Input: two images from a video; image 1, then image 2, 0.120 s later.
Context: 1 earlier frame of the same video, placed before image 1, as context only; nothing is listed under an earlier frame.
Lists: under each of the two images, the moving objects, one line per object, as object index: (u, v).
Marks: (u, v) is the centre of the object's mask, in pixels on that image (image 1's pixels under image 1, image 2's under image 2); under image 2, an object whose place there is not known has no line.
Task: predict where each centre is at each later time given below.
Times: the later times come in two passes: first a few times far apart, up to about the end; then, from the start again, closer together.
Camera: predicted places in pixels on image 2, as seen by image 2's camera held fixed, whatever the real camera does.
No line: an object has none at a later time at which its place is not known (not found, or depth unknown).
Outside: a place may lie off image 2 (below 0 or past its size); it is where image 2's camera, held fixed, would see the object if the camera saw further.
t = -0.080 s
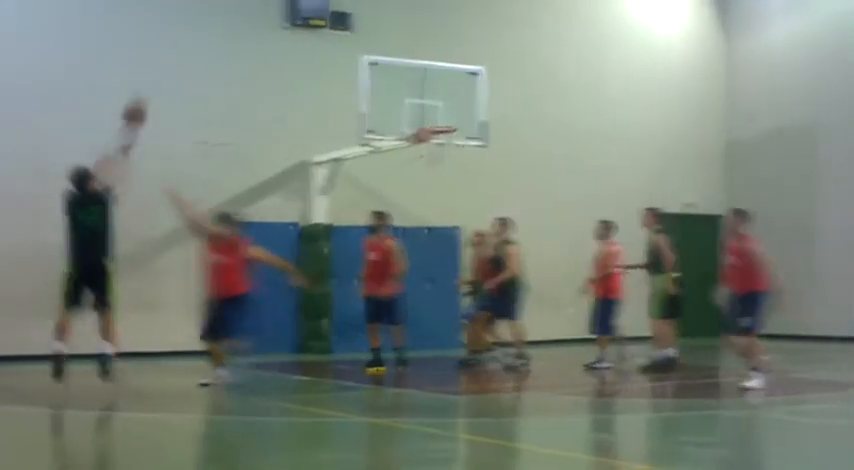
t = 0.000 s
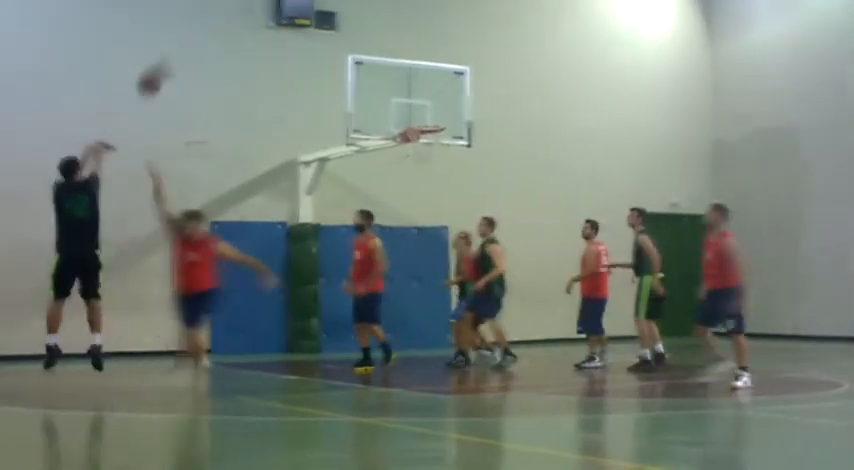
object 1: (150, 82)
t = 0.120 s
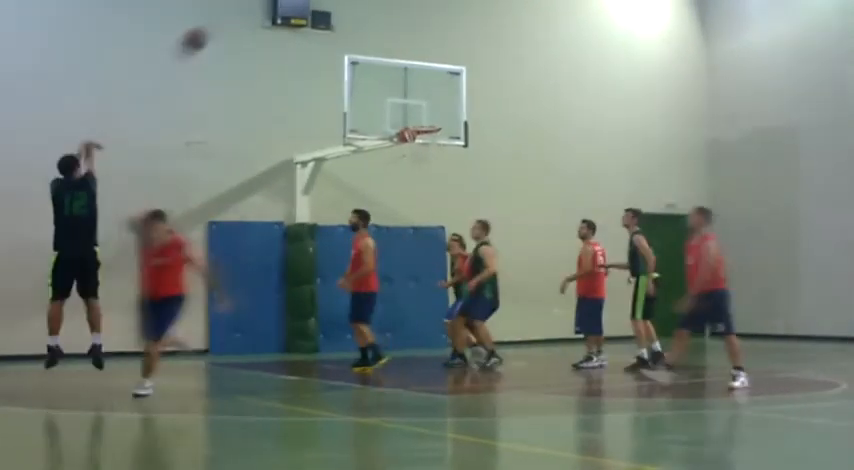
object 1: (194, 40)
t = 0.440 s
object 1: (300, 10)
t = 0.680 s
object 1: (362, 42)
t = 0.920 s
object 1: (417, 114)
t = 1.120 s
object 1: (425, 151)
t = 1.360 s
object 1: (409, 191)
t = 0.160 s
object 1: (208, 31)
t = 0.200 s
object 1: (223, 24)
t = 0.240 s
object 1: (240, 17)
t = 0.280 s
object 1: (254, 13)
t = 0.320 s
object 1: (265, 12)
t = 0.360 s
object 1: (273, 10)
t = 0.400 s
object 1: (285, 9)
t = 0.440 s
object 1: (300, 10)
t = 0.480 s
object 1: (311, 9)
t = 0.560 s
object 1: (334, 21)
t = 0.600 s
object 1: (341, 27)
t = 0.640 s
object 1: (352, 34)
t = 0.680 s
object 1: (362, 42)
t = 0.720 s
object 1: (371, 51)
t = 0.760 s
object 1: (381, 62)
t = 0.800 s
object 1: (390, 73)
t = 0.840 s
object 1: (400, 86)
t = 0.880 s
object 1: (410, 103)
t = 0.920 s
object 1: (417, 114)
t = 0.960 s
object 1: (428, 130)
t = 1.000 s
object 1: (431, 144)
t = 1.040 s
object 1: (430, 146)
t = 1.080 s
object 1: (428, 148)
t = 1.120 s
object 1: (425, 151)
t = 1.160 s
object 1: (422, 154)
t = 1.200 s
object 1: (419, 159)
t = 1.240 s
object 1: (417, 166)
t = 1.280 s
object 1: (414, 174)
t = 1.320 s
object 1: (412, 182)
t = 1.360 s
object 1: (409, 191)
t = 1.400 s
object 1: (406, 201)
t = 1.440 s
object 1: (404, 214)
